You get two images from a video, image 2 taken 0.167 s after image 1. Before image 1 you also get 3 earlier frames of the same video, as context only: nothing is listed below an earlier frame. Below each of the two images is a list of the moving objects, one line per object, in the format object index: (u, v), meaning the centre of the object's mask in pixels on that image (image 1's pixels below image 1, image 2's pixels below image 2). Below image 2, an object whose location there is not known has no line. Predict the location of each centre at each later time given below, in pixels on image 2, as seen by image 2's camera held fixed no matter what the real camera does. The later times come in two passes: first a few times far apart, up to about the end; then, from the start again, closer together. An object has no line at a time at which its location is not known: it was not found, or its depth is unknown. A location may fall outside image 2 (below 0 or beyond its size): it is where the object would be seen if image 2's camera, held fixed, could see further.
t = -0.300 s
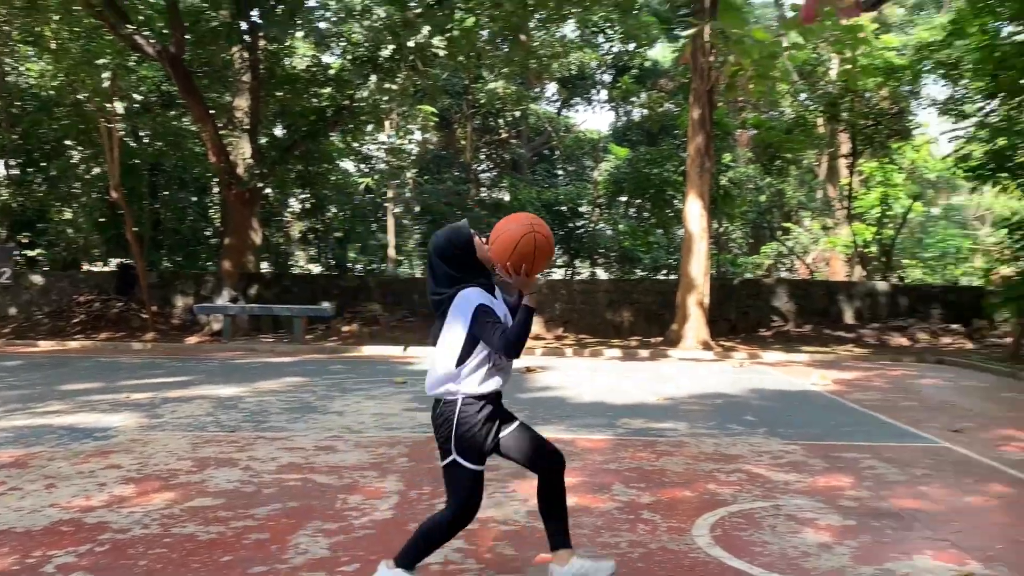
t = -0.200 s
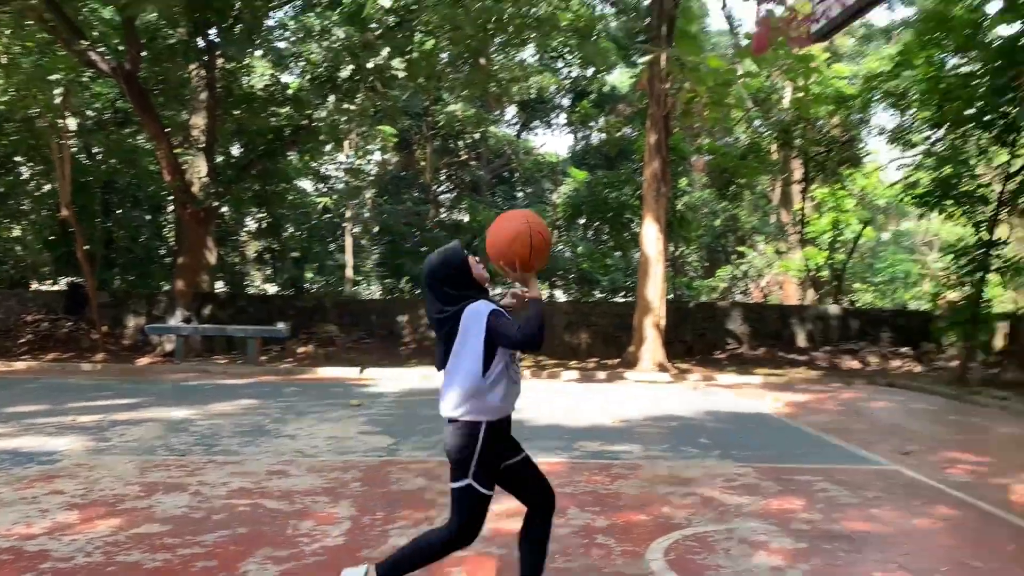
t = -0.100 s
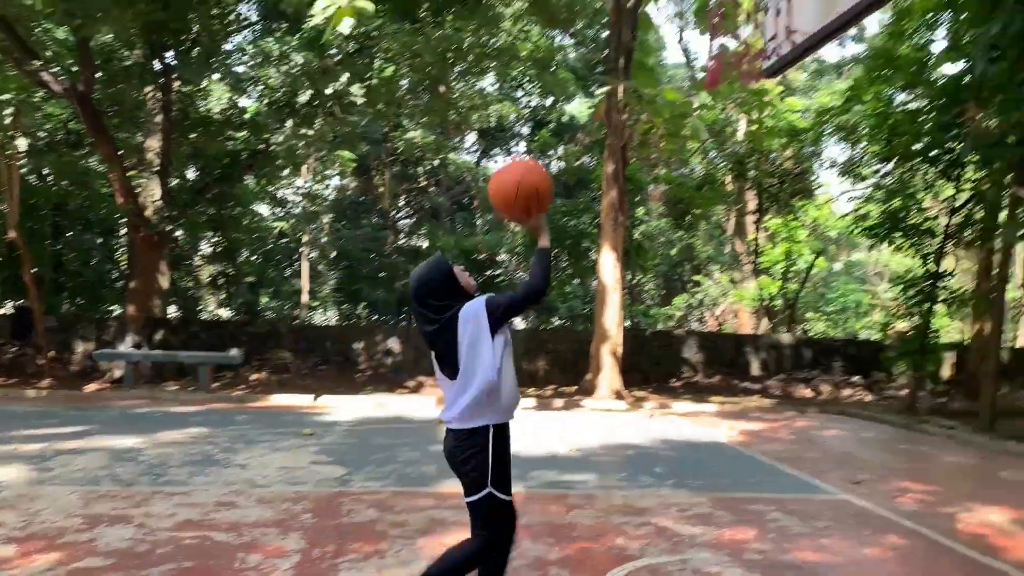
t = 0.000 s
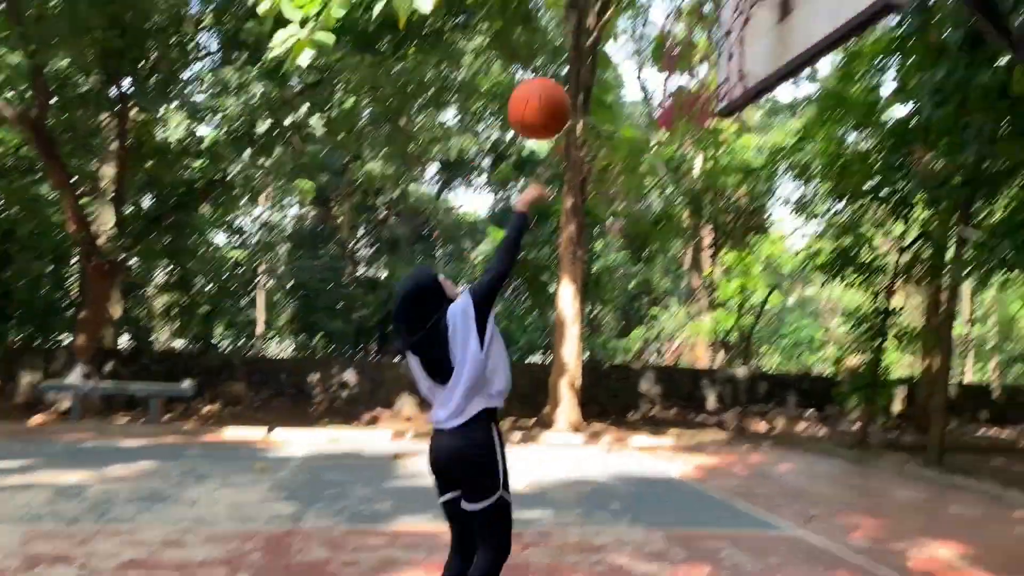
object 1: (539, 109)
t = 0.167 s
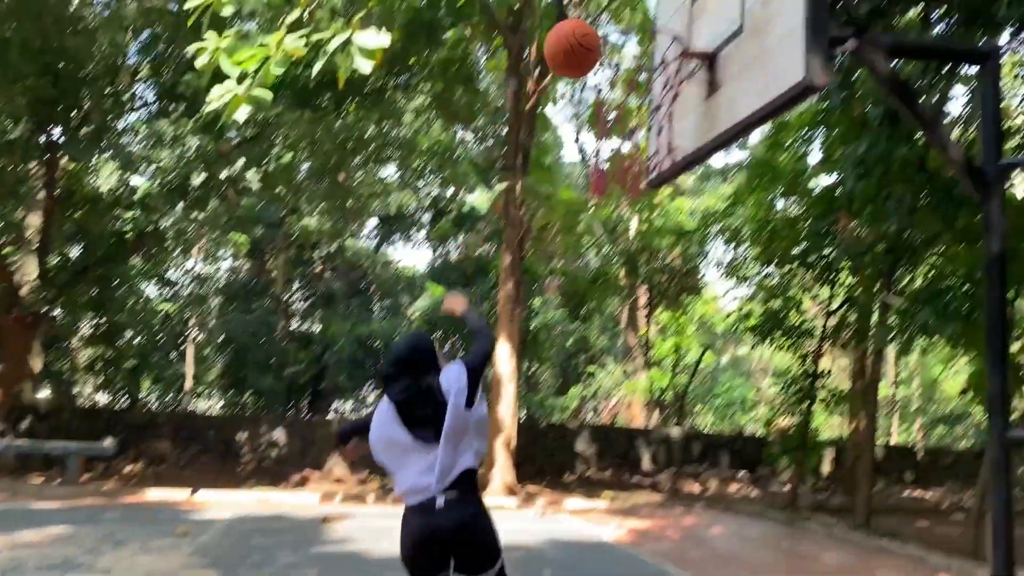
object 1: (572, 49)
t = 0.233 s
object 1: (606, 21)
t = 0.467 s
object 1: (698, 2)
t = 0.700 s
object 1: (613, 48)
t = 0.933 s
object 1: (651, 93)
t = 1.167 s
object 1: (678, 207)
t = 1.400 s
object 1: (702, 435)
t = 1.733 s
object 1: (738, 473)
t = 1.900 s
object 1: (749, 341)
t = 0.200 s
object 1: (589, 33)
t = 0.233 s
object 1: (606, 21)
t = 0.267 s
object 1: (623, 11)
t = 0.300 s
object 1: (637, 5)
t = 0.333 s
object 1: (652, -1)
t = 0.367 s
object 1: (667, -3)
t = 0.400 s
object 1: (682, -3)
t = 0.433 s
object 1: (696, -1)
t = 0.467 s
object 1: (698, 2)
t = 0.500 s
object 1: (682, 4)
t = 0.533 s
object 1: (666, 9)
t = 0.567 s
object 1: (650, 14)
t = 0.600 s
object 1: (633, 24)
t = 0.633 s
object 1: (621, 33)
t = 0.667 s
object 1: (617, 39)
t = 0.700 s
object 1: (613, 48)
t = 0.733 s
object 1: (612, 55)
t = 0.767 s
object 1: (616, 61)
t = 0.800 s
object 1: (624, 65)
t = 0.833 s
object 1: (632, 71)
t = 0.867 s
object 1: (638, 78)
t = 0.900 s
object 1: (645, 86)
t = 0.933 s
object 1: (651, 93)
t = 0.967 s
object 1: (657, 105)
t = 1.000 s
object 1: (661, 117)
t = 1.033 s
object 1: (665, 131)
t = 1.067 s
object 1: (668, 147)
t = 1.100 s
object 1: (673, 164)
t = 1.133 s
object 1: (676, 183)
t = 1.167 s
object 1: (678, 207)
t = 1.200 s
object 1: (681, 235)
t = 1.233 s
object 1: (682, 264)
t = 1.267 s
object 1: (687, 291)
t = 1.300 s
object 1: (689, 328)
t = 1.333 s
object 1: (694, 365)
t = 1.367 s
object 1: (696, 403)
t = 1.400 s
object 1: (702, 435)
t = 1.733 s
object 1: (738, 473)
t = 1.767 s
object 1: (739, 458)
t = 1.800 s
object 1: (739, 432)
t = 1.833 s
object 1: (742, 397)
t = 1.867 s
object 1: (745, 368)
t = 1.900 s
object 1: (749, 341)
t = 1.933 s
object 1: (751, 319)
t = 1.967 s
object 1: (753, 298)
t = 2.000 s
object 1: (754, 278)
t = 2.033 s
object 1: (756, 262)
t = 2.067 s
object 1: (755, 249)
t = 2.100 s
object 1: (757, 237)
